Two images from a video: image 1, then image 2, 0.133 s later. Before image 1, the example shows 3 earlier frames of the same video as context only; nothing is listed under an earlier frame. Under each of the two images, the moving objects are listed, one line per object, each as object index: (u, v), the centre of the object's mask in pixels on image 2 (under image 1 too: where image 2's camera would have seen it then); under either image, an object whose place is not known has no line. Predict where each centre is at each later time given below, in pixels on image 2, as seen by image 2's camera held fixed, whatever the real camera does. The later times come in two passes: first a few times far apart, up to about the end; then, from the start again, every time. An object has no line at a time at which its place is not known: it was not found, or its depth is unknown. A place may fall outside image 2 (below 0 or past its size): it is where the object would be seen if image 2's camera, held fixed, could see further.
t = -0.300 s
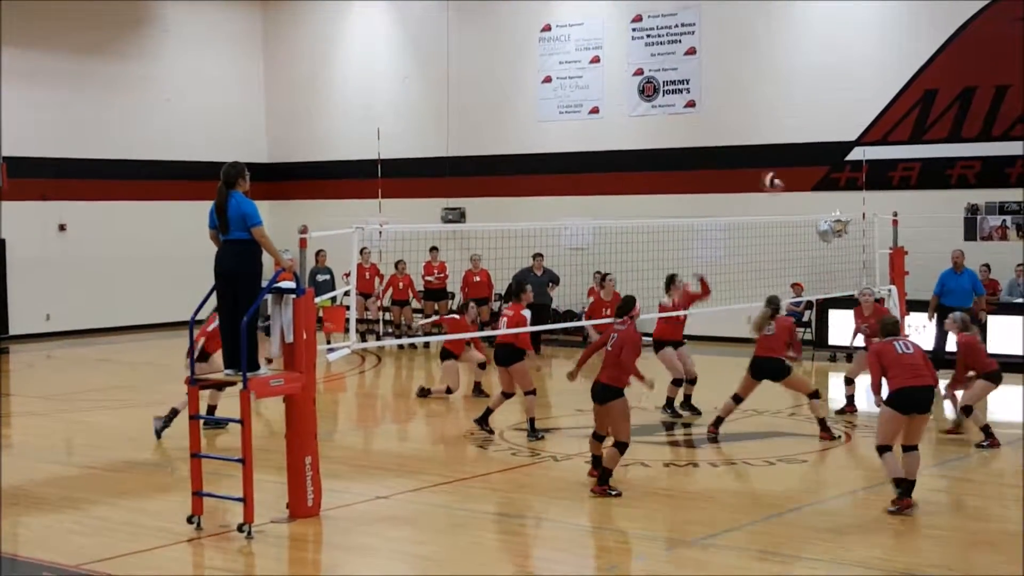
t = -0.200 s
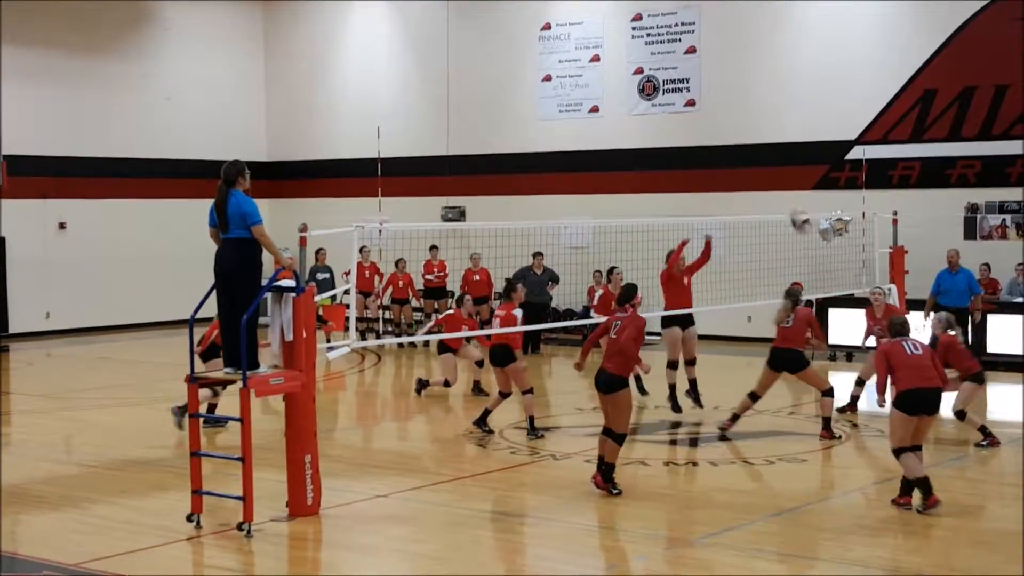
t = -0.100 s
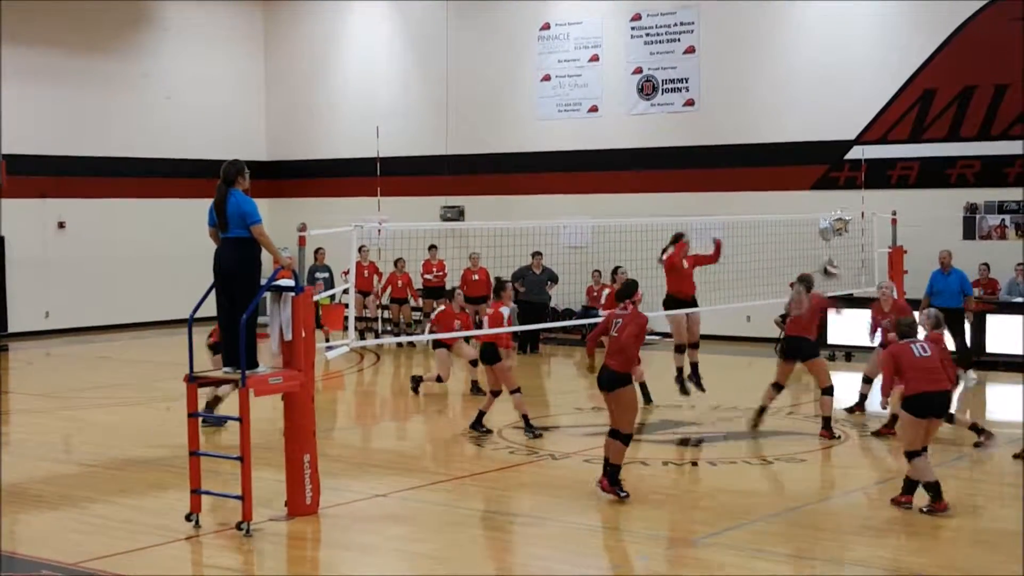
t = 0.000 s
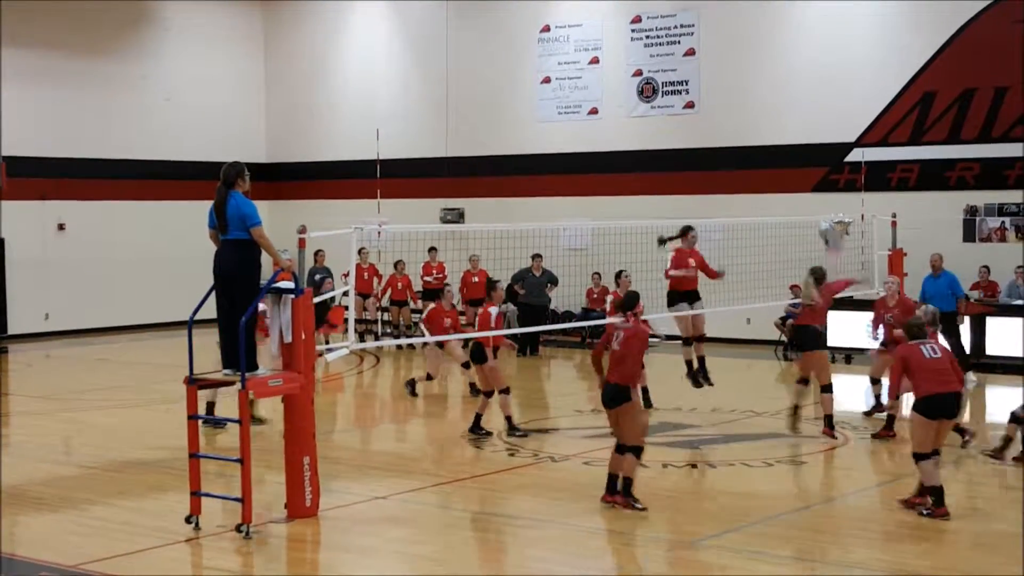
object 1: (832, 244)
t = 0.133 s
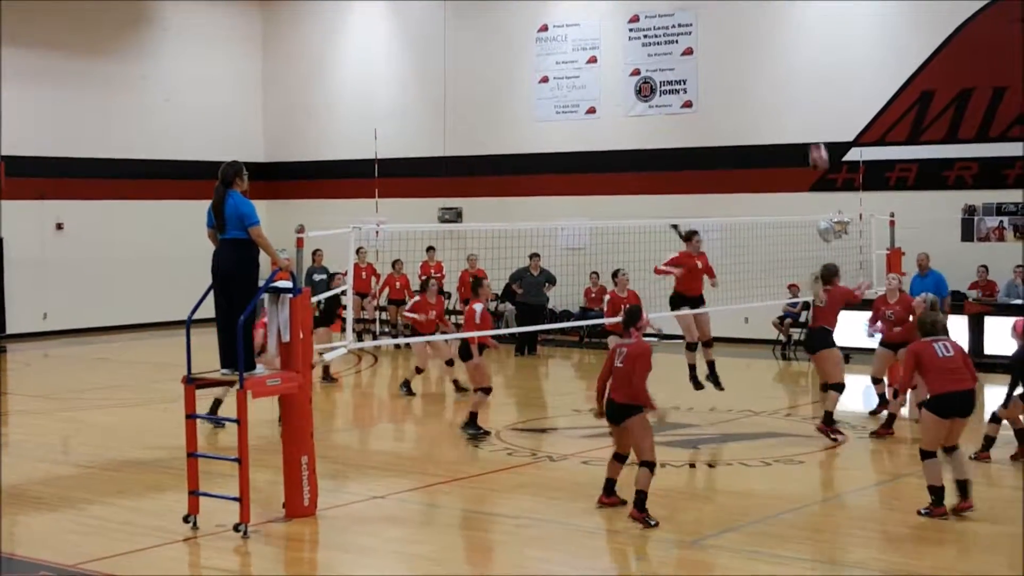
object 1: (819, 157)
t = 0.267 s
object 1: (808, 92)
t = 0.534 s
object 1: (788, 12)
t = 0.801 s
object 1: (768, 0)
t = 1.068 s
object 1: (749, 51)
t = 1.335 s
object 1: (730, 159)
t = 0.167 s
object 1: (816, 140)
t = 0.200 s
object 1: (813, 122)
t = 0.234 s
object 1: (812, 106)
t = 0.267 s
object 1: (808, 92)
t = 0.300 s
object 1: (806, 78)
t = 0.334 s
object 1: (803, 66)
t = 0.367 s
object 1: (801, 54)
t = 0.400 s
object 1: (798, 44)
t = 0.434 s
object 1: (796, 34)
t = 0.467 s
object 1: (793, 25)
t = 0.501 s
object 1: (791, 18)
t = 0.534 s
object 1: (788, 12)
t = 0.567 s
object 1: (786, 7)
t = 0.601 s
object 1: (784, 3)
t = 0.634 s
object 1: (781, 0)
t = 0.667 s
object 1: (778, -2)
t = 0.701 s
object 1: (775, -2)
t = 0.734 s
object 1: (773, -3)
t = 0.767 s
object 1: (771, -2)
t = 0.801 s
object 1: (768, 0)
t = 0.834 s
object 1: (766, 3)
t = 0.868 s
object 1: (764, 7)
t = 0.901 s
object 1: (761, 11)
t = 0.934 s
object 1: (758, 17)
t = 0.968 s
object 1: (756, 24)
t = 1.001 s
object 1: (753, 32)
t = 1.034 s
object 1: (751, 41)
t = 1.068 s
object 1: (749, 51)
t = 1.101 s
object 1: (746, 62)
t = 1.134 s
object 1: (744, 73)
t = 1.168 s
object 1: (741, 85)
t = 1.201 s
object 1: (739, 99)
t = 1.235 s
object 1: (737, 113)
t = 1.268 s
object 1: (735, 128)
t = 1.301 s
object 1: (733, 145)
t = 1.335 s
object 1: (730, 159)
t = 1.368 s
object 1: (729, 178)
